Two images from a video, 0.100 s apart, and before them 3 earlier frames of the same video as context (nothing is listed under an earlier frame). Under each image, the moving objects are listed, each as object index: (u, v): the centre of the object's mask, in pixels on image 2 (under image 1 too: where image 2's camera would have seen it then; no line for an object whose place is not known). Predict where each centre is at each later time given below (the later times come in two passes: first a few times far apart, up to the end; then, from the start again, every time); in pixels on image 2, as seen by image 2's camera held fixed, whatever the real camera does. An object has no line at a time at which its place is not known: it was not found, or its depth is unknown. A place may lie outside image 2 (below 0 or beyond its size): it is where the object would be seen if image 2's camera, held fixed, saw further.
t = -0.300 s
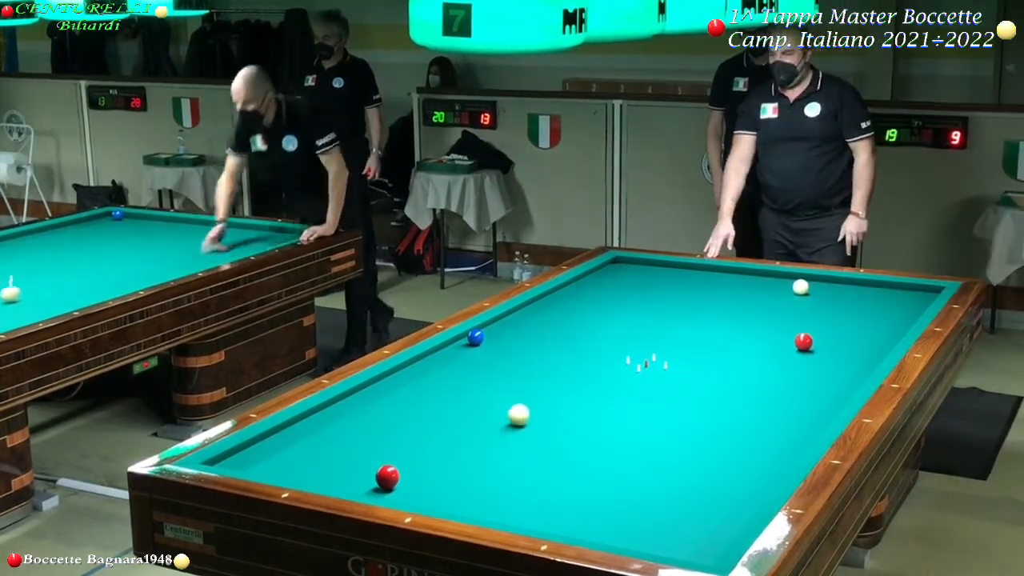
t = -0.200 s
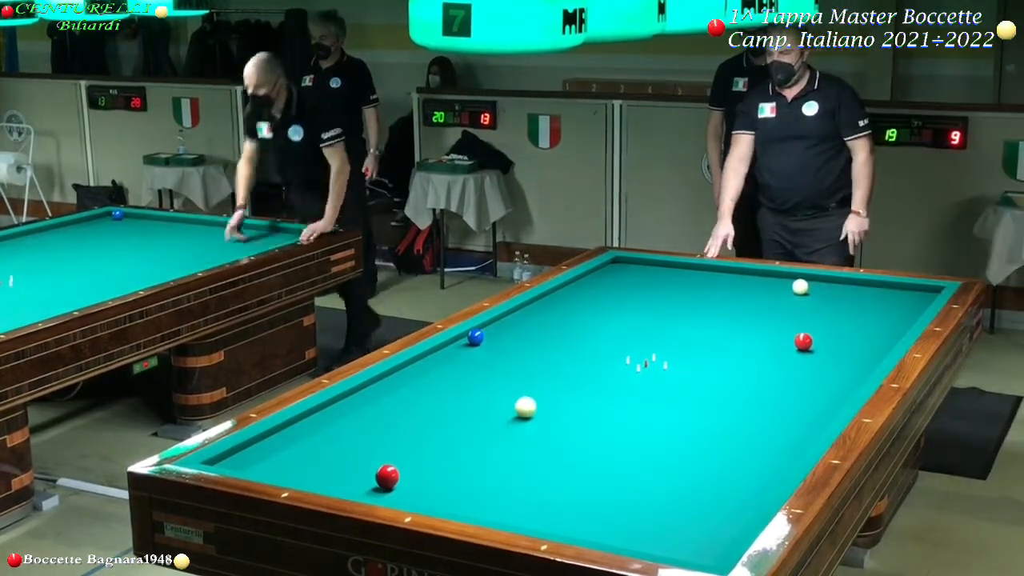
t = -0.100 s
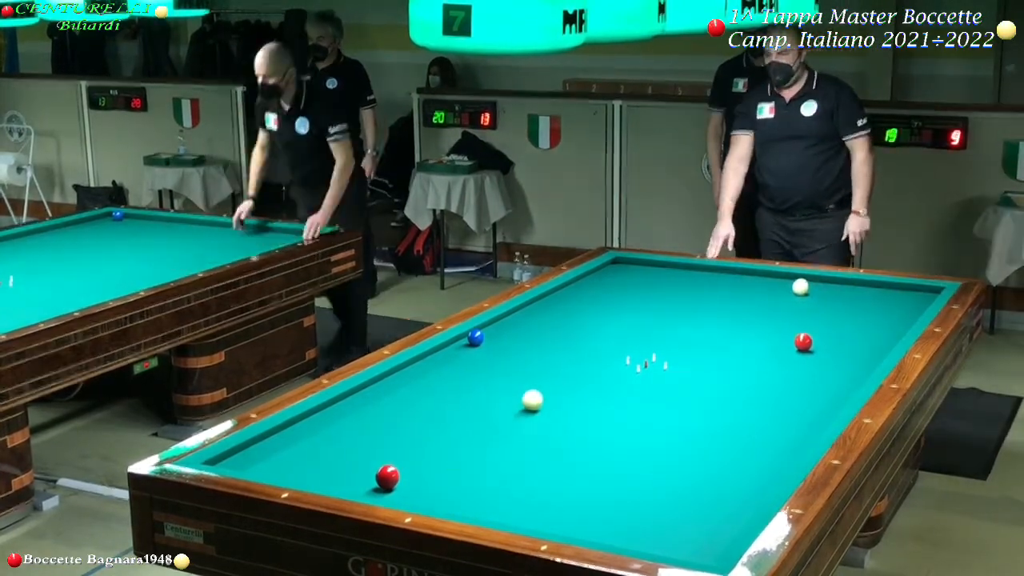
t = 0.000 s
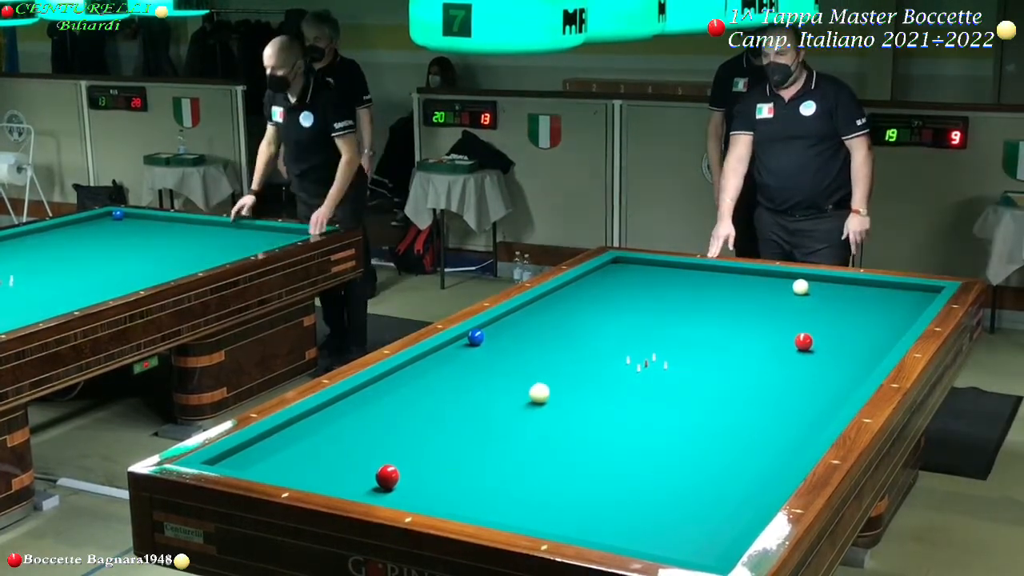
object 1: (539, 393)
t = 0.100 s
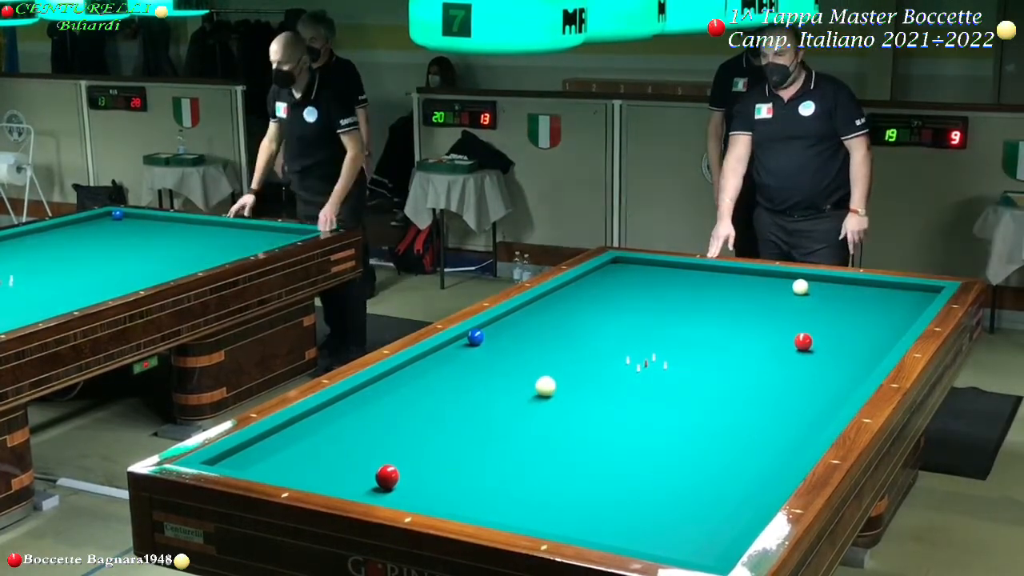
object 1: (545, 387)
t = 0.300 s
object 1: (557, 374)
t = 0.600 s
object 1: (574, 357)
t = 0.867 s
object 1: (587, 343)
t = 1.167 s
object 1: (601, 329)
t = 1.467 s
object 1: (613, 316)
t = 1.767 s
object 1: (624, 304)
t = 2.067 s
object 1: (634, 293)
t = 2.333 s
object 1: (642, 284)
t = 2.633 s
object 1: (651, 275)
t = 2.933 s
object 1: (659, 267)
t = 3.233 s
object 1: (657, 264)
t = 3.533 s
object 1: (645, 268)
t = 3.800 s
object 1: (636, 271)
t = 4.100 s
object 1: (626, 275)
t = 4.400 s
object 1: (616, 278)
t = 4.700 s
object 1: (607, 281)
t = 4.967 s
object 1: (598, 284)
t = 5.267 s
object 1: (590, 286)
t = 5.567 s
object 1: (581, 289)
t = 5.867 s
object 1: (573, 292)
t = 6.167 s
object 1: (566, 294)
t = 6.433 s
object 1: (560, 296)
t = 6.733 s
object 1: (553, 298)
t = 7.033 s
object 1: (546, 300)
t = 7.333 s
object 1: (541, 302)
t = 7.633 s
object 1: (536, 304)
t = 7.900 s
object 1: (532, 305)
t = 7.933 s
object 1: (531, 305)
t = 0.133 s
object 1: (547, 384)
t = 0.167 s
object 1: (549, 382)
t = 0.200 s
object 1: (551, 380)
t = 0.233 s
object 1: (553, 378)
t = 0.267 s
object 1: (556, 376)
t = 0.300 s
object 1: (557, 374)
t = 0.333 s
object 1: (559, 372)
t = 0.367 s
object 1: (561, 370)
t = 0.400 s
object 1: (563, 368)
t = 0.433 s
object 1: (565, 366)
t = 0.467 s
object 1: (567, 364)
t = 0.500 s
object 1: (568, 363)
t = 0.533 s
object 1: (570, 361)
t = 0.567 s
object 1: (572, 359)
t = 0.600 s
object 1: (574, 357)
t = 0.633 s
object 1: (575, 355)
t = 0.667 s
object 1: (577, 353)
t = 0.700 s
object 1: (579, 352)
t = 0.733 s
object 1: (580, 350)
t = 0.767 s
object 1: (582, 348)
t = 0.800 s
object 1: (584, 346)
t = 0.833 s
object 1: (585, 345)
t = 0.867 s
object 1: (587, 343)
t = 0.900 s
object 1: (588, 341)
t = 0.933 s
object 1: (590, 340)
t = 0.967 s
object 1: (592, 338)
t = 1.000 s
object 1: (593, 337)
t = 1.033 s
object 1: (595, 335)
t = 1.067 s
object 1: (596, 334)
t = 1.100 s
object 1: (597, 332)
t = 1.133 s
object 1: (599, 330)
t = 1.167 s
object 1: (601, 329)
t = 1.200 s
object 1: (602, 327)
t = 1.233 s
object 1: (603, 326)
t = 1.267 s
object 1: (605, 324)
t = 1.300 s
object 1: (606, 323)
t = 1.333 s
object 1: (607, 321)
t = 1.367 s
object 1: (609, 320)
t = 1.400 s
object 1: (610, 319)
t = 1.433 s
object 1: (611, 317)
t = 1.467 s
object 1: (613, 316)
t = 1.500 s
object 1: (614, 315)
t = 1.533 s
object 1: (615, 313)
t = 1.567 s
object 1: (617, 312)
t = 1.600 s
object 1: (618, 311)
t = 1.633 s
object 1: (619, 309)
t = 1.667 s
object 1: (620, 308)
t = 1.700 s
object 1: (622, 307)
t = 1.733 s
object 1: (623, 305)
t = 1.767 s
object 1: (624, 304)
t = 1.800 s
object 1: (625, 303)
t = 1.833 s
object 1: (626, 302)
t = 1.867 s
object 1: (627, 300)
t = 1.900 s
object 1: (628, 299)
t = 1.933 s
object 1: (630, 298)
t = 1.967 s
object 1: (631, 297)
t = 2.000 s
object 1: (632, 296)
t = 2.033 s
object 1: (633, 294)
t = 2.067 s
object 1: (634, 293)
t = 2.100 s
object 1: (635, 292)
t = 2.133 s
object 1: (636, 291)
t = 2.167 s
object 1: (637, 290)
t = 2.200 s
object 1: (638, 289)
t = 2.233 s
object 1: (639, 288)
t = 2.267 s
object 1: (640, 287)
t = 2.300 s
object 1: (641, 285)
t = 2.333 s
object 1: (642, 284)
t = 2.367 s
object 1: (643, 283)
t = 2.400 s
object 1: (644, 282)
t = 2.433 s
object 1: (645, 281)
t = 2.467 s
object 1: (646, 280)
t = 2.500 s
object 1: (647, 279)
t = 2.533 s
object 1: (648, 278)
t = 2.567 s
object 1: (649, 277)
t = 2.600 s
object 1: (650, 276)
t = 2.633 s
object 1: (651, 275)
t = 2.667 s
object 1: (652, 274)
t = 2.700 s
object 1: (652, 273)
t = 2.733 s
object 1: (653, 272)
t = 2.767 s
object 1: (654, 271)
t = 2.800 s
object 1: (655, 271)
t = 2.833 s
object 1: (656, 270)
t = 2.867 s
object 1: (657, 269)
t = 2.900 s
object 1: (657, 268)
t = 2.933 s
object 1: (659, 267)
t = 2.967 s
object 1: (659, 265)
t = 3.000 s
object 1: (660, 265)
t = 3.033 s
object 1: (661, 264)
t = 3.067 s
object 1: (662, 263)
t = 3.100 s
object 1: (662, 263)
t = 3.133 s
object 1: (661, 263)
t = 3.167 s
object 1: (659, 264)
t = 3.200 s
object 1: (658, 264)
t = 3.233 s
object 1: (657, 264)
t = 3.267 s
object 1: (655, 265)
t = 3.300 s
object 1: (654, 265)
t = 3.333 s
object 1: (653, 266)
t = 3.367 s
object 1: (652, 266)
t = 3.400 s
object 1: (650, 267)
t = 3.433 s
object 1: (649, 267)
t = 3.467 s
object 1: (648, 267)
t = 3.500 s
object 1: (647, 268)
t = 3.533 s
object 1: (645, 268)
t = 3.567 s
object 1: (644, 268)
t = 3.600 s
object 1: (643, 269)
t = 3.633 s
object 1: (642, 269)
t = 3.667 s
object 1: (641, 270)
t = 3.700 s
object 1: (640, 270)
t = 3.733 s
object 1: (639, 270)
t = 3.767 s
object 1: (637, 271)
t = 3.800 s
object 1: (636, 271)
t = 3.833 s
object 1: (635, 272)
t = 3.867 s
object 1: (634, 272)
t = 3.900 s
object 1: (633, 272)
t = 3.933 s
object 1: (632, 273)
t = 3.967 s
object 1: (630, 273)
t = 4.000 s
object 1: (629, 273)
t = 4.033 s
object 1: (628, 274)
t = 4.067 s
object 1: (627, 274)
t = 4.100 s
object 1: (626, 275)
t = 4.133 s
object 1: (625, 275)
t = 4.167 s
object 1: (624, 275)
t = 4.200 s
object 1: (623, 276)
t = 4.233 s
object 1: (622, 276)
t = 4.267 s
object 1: (620, 277)
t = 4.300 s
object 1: (619, 277)
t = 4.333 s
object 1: (618, 277)
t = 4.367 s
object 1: (617, 277)
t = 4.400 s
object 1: (616, 278)
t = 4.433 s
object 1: (615, 278)
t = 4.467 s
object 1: (614, 278)
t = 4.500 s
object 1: (613, 279)
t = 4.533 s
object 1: (612, 279)
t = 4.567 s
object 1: (611, 279)
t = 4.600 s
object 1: (610, 280)
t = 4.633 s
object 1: (609, 280)
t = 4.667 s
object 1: (608, 280)
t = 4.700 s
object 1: (607, 281)
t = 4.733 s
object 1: (606, 281)
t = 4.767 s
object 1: (605, 281)
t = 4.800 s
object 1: (604, 282)
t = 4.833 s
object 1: (603, 282)
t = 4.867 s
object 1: (602, 283)
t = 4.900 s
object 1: (601, 283)
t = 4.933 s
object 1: (599, 283)
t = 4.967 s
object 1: (598, 284)
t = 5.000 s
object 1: (598, 284)
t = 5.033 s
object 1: (597, 284)
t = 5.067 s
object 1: (595, 284)
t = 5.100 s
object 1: (594, 285)
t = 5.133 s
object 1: (593, 285)
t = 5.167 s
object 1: (593, 285)
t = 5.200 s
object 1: (592, 286)
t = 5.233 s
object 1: (591, 286)
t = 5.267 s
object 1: (590, 286)
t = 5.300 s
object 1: (589, 287)
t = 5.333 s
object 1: (587, 287)
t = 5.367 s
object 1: (587, 287)
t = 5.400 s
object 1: (586, 287)
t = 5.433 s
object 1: (585, 288)
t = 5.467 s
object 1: (584, 288)
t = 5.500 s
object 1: (583, 288)
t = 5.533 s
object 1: (582, 289)
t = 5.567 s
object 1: (581, 289)
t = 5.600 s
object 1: (580, 289)
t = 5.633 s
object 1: (579, 290)
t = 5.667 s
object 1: (579, 290)
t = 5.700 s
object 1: (578, 290)
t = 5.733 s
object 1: (577, 290)
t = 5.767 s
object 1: (576, 291)
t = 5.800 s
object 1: (575, 291)
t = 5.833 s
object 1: (574, 291)
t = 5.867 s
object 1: (573, 292)
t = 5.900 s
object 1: (572, 292)
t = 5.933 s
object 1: (571, 292)
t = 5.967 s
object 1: (571, 292)
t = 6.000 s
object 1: (570, 293)
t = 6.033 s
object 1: (569, 293)
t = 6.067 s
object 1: (568, 293)
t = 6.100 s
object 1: (567, 294)
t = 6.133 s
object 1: (566, 294)
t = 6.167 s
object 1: (566, 294)
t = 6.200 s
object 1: (565, 294)
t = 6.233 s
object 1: (564, 294)
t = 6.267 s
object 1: (563, 295)
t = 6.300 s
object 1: (562, 295)
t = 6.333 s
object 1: (562, 295)
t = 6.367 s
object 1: (561, 296)
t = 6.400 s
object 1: (561, 296)
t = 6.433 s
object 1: (560, 296)
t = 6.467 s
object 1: (558, 296)
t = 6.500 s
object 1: (558, 296)
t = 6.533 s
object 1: (557, 297)
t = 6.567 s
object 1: (556, 297)
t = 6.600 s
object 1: (556, 297)
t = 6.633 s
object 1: (555, 297)
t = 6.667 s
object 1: (554, 297)
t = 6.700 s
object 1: (554, 298)
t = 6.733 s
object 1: (553, 298)
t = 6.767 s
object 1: (552, 298)
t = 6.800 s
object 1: (551, 298)
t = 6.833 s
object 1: (551, 299)
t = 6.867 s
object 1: (550, 299)
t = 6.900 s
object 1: (549, 299)
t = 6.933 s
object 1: (549, 299)
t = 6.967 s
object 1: (548, 299)
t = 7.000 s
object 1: (548, 300)
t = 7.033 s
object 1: (546, 300)
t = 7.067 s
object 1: (546, 300)
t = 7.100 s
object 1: (546, 300)
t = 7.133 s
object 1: (545, 300)
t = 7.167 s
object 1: (544, 301)
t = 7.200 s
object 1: (544, 301)
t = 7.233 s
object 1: (543, 301)
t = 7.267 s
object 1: (542, 301)
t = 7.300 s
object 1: (542, 301)
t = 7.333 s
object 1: (541, 302)
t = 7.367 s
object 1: (541, 302)
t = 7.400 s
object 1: (540, 302)
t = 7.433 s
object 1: (540, 302)
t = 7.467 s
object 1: (539, 303)
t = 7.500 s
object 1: (538, 303)
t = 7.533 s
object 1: (538, 303)
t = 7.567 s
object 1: (537, 303)
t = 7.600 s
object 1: (537, 303)
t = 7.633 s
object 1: (536, 304)
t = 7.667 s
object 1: (536, 304)
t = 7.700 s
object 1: (535, 304)
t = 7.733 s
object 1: (534, 304)
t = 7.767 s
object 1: (534, 304)
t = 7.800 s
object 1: (533, 305)
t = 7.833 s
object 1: (533, 305)
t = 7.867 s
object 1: (532, 305)
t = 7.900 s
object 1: (532, 305)
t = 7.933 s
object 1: (531, 305)
